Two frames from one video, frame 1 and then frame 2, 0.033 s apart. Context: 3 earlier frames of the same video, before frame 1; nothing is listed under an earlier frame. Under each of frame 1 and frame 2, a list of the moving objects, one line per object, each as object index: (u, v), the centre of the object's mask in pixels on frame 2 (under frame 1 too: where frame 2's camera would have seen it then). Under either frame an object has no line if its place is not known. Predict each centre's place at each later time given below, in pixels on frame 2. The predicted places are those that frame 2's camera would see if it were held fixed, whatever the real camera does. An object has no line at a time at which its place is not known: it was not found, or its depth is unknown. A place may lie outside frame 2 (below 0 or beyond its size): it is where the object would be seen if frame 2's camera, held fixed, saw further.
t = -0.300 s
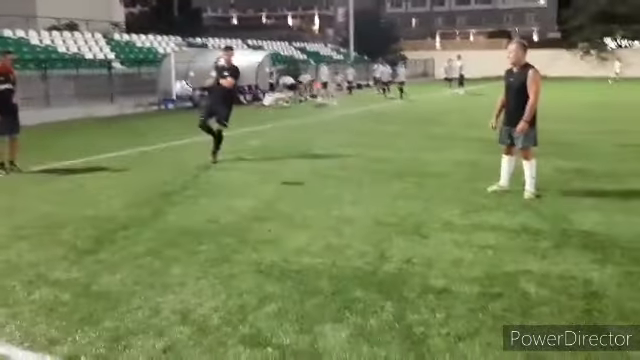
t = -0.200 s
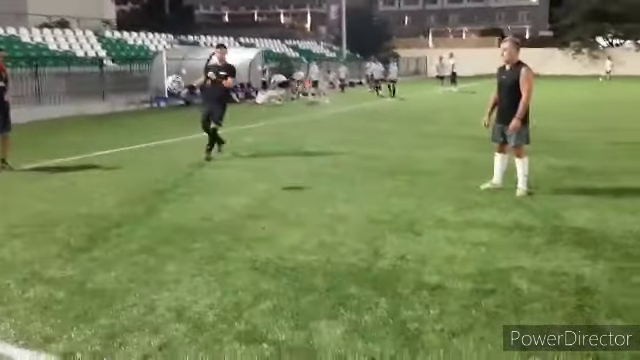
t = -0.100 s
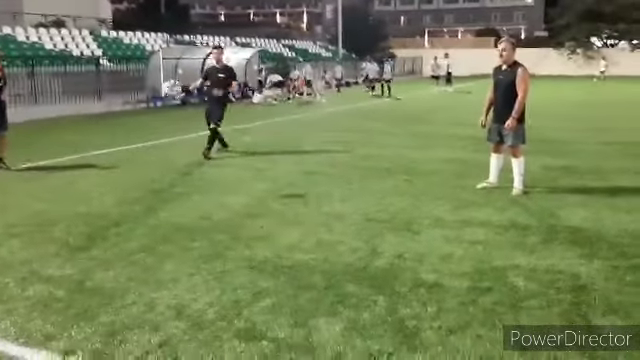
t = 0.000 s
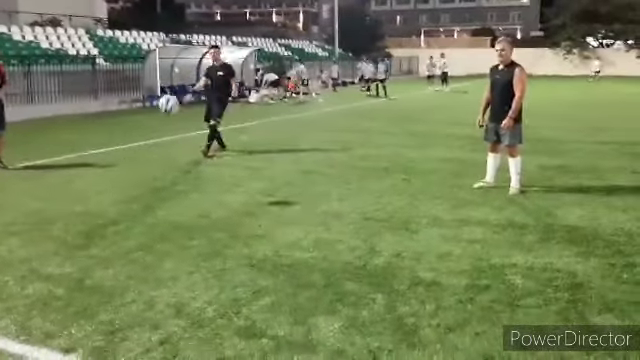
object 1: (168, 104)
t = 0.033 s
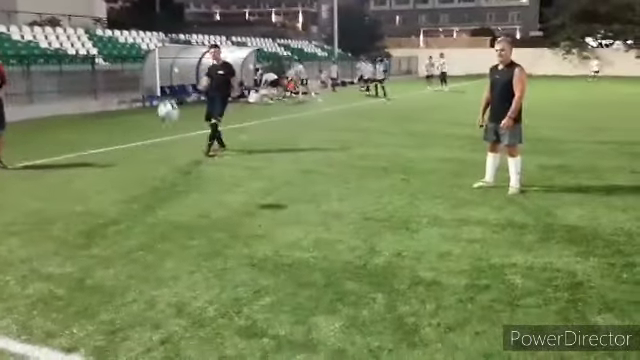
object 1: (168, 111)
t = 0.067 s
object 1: (168, 119)
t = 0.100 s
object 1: (168, 130)
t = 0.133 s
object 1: (169, 142)
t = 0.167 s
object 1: (169, 156)
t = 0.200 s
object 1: (169, 171)
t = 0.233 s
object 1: (170, 189)
